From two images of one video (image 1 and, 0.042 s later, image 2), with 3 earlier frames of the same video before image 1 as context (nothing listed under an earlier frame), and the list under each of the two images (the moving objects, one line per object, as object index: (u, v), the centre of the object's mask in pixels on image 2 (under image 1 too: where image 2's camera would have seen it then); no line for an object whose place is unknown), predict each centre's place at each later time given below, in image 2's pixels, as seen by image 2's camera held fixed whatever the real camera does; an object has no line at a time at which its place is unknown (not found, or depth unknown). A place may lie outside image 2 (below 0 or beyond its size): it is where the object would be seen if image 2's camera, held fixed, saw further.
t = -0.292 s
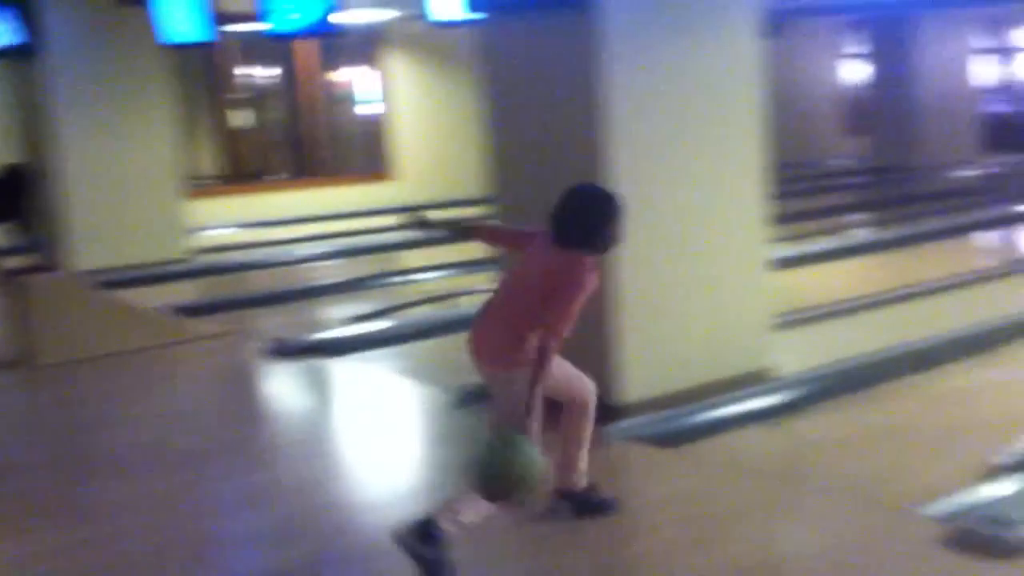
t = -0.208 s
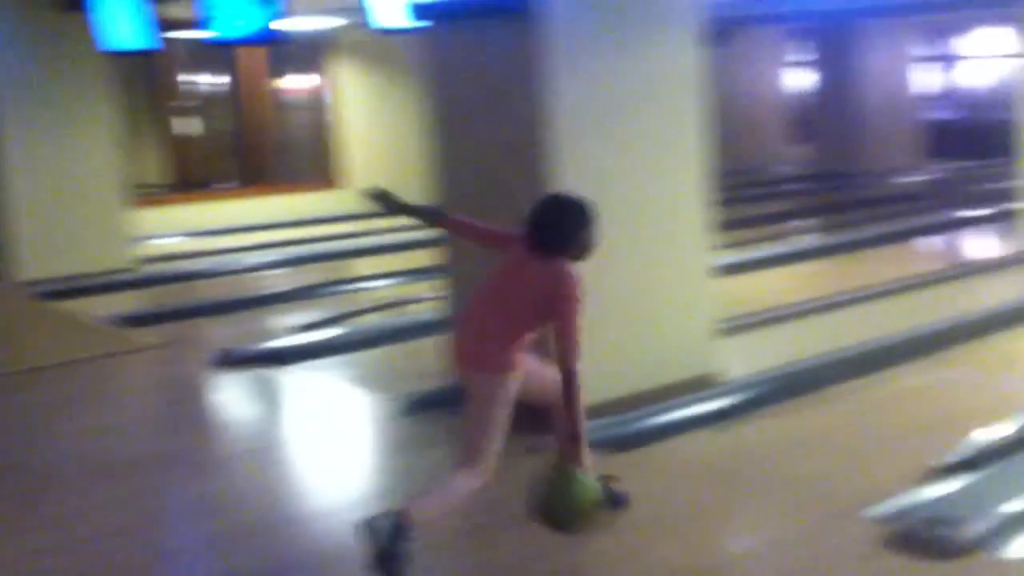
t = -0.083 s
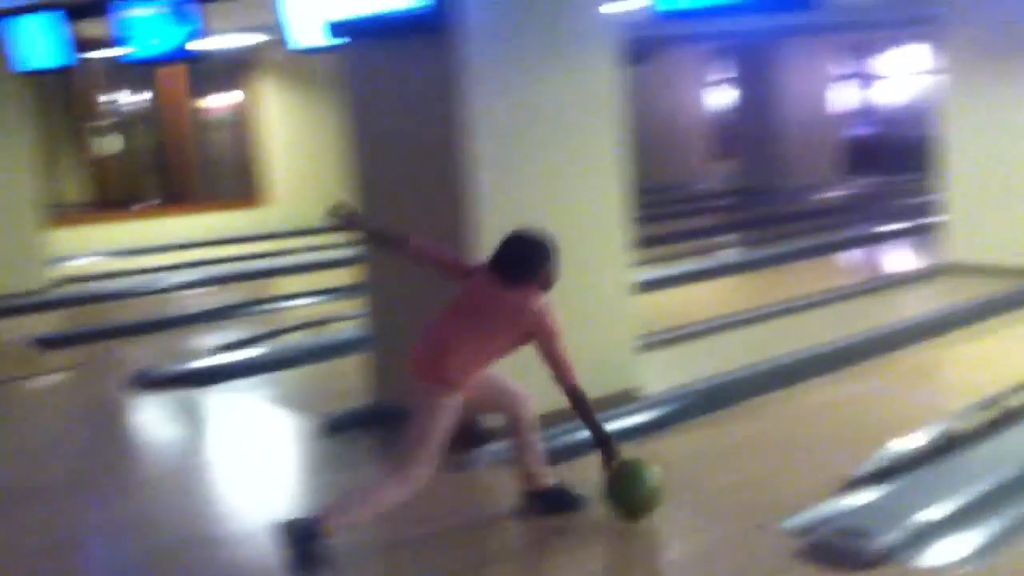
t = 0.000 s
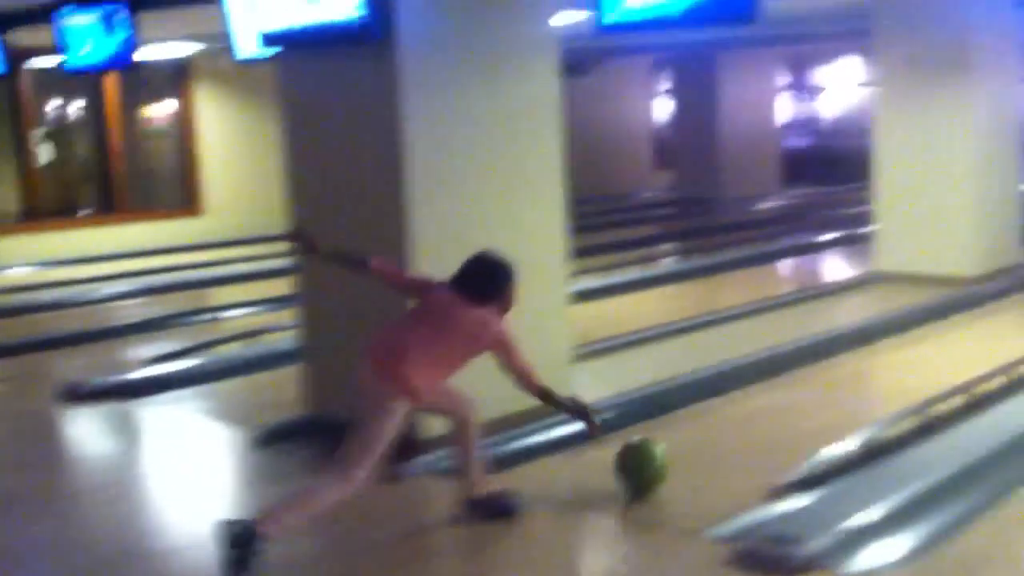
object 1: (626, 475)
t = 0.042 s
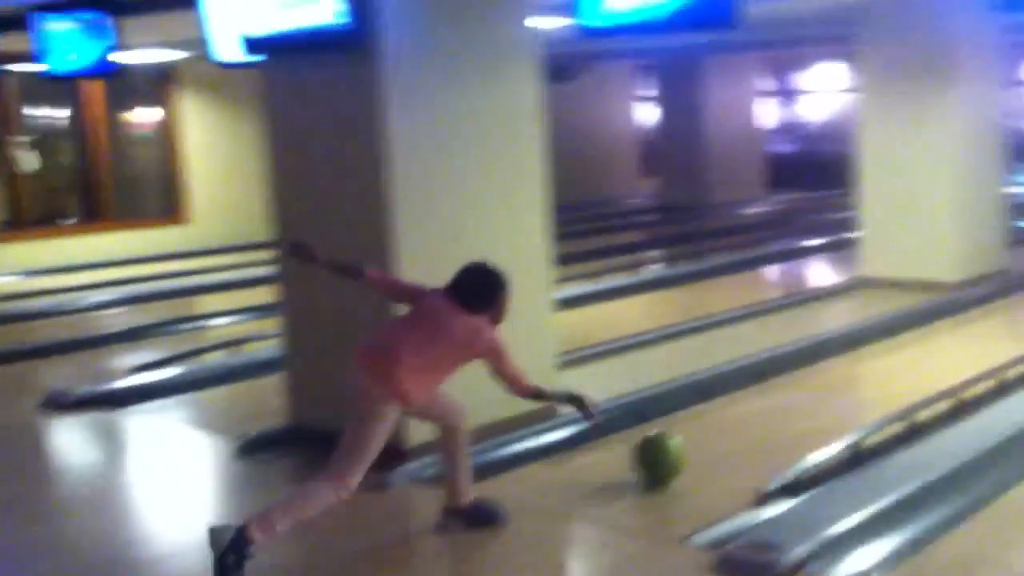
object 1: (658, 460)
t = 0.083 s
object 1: (688, 444)
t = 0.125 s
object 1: (716, 430)
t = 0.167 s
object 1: (740, 419)
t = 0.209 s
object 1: (764, 407)
